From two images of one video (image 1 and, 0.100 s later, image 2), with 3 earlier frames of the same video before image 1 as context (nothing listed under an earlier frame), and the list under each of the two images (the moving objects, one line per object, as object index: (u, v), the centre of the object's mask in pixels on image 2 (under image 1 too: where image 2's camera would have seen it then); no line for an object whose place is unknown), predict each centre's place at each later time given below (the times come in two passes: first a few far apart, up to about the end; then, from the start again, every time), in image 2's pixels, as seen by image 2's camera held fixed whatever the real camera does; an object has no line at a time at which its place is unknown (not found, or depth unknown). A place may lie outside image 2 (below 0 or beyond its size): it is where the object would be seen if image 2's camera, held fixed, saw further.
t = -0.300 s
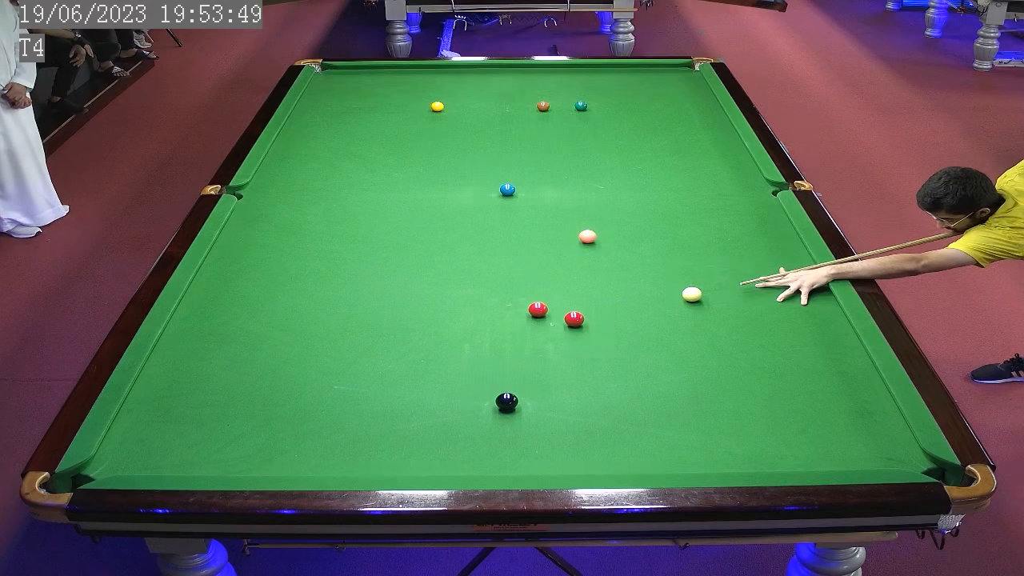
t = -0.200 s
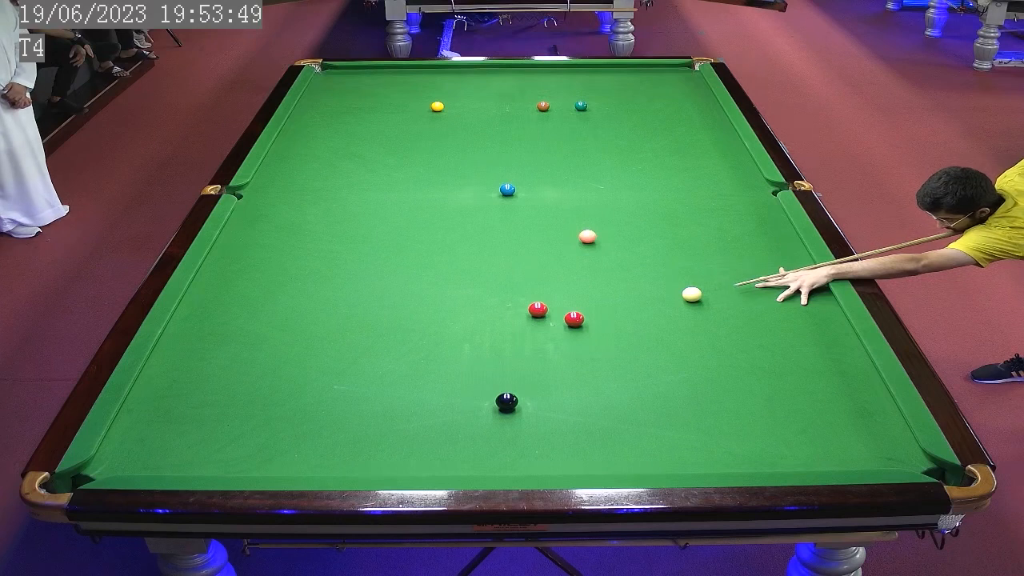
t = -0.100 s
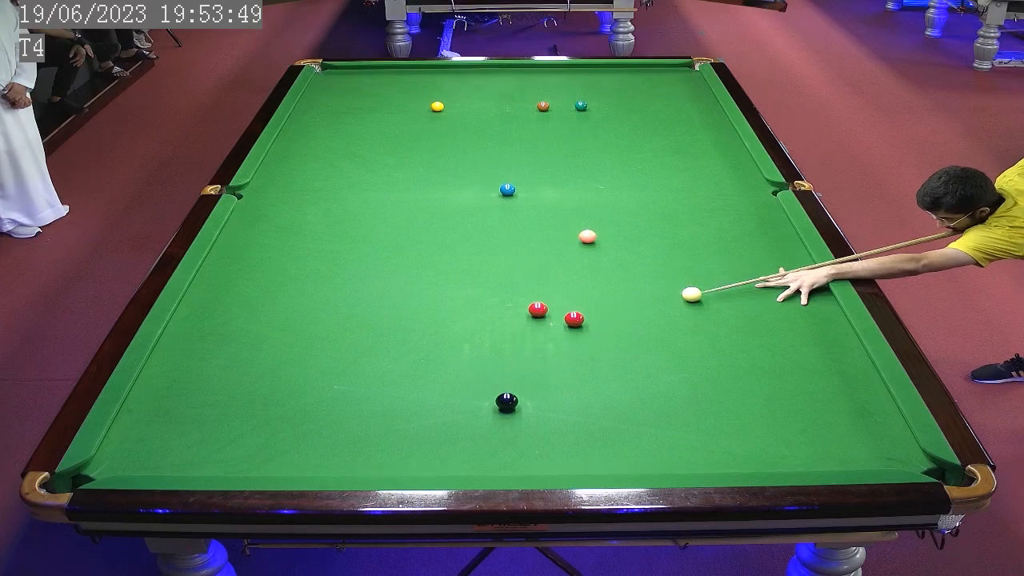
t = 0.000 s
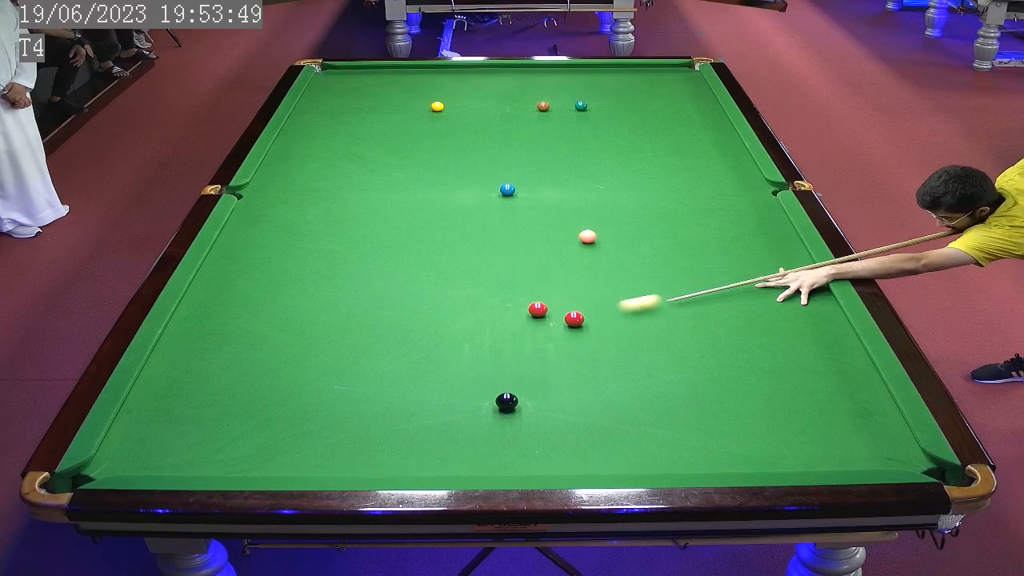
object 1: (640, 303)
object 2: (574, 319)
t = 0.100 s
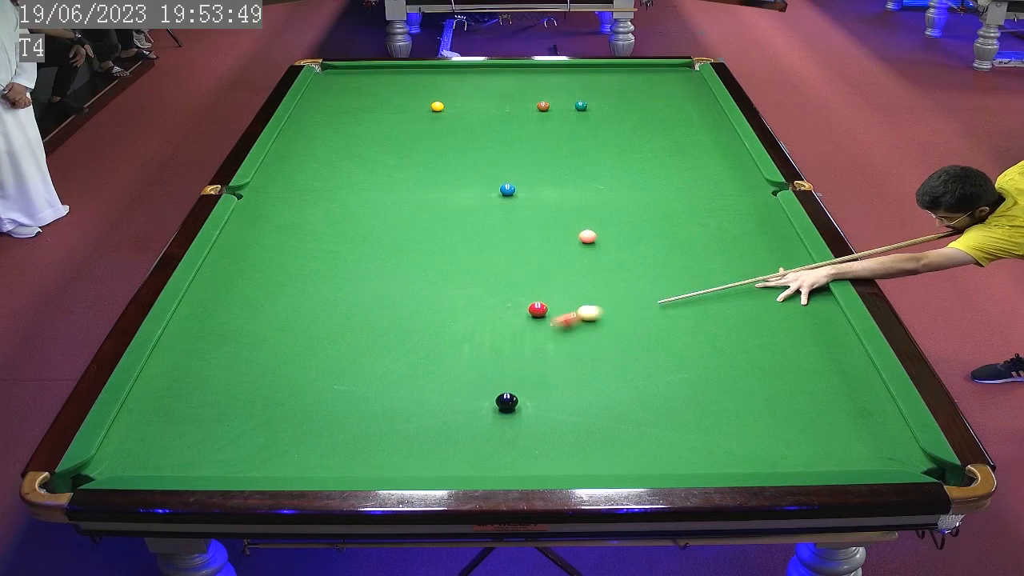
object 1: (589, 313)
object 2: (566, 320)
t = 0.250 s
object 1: (575, 309)
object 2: (504, 340)
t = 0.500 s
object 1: (554, 303)
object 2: (414, 369)
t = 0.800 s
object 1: (531, 296)
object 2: (298, 406)
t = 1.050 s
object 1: (516, 291)
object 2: (196, 440)
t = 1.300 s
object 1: (501, 287)
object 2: (87, 474)
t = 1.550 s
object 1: (488, 283)
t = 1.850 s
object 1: (474, 279)
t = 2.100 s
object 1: (464, 276)
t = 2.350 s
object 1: (454, 274)
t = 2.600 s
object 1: (446, 273)
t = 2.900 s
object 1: (439, 271)
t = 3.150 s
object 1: (433, 270)
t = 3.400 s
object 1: (430, 270)
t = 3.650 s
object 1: (428, 269)
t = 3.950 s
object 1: (428, 269)
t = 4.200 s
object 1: (428, 269)
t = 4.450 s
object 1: (428, 269)
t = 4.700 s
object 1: (428, 270)
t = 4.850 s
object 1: (428, 270)
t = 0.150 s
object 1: (583, 312)
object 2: (545, 326)
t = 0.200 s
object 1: (579, 310)
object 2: (524, 333)
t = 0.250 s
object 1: (575, 309)
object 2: (504, 340)
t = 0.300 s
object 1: (570, 308)
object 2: (486, 346)
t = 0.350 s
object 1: (566, 306)
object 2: (469, 351)
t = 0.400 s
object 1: (562, 305)
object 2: (450, 357)
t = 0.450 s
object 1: (558, 304)
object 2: (432, 363)
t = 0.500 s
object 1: (554, 303)
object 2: (414, 369)
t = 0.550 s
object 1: (551, 301)
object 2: (395, 375)
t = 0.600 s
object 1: (547, 300)
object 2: (377, 381)
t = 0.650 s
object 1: (544, 298)
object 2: (357, 388)
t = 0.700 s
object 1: (539, 297)
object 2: (337, 394)
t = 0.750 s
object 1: (535, 296)
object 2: (318, 400)
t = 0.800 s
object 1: (531, 296)
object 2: (298, 406)
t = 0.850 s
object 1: (528, 295)
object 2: (278, 413)
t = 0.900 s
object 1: (525, 294)
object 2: (258, 420)
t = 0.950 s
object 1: (522, 293)
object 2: (237, 426)
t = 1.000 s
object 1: (519, 292)
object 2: (216, 433)
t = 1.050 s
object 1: (516, 291)
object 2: (196, 440)
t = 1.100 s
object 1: (512, 290)
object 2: (174, 446)
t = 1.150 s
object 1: (510, 290)
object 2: (154, 453)
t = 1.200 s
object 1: (507, 289)
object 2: (133, 460)
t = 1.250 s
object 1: (504, 288)
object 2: (112, 465)
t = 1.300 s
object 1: (501, 287)
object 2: (87, 474)
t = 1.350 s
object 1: (498, 286)
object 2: (71, 482)
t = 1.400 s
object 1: (496, 285)
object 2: (58, 488)
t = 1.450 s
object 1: (493, 284)
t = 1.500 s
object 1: (490, 284)
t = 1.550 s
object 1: (488, 283)
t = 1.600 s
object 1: (485, 282)
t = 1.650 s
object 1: (483, 282)
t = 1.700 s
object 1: (481, 281)
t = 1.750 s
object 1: (478, 280)
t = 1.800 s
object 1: (476, 280)
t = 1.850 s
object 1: (474, 279)
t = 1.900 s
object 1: (472, 278)
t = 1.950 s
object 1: (470, 278)
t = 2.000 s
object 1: (467, 277)
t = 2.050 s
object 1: (465, 277)
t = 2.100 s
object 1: (464, 276)
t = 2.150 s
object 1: (462, 276)
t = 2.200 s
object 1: (460, 276)
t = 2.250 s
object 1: (458, 275)
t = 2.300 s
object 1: (456, 275)
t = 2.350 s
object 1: (454, 274)
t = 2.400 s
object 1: (453, 274)
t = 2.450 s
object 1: (451, 273)
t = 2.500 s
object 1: (449, 273)
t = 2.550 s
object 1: (448, 273)
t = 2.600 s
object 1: (446, 273)
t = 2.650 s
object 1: (445, 272)
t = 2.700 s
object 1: (444, 272)
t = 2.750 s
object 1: (442, 272)
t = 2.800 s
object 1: (441, 271)
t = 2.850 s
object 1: (440, 271)
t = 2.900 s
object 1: (439, 271)
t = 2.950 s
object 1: (437, 271)
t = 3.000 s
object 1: (436, 271)
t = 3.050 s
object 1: (435, 271)
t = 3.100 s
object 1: (434, 270)
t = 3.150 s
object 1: (433, 270)
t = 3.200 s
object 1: (433, 270)
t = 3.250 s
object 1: (432, 270)
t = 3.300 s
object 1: (431, 270)
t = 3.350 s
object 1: (430, 270)
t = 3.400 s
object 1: (430, 270)
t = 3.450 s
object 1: (429, 269)
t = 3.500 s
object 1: (429, 270)
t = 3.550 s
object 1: (428, 270)
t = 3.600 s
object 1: (428, 269)
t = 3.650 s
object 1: (428, 269)
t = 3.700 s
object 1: (428, 270)
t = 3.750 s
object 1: (428, 269)
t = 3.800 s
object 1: (428, 269)
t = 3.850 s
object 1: (428, 269)
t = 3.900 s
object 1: (428, 269)
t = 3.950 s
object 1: (428, 269)
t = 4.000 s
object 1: (428, 269)
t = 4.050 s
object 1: (428, 269)
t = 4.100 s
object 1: (428, 270)
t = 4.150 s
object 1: (428, 269)
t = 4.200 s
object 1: (428, 269)
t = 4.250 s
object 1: (428, 269)
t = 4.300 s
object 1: (428, 269)
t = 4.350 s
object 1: (428, 269)
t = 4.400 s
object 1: (428, 269)
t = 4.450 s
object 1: (428, 269)
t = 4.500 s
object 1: (428, 270)
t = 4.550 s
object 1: (428, 270)
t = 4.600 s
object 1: (428, 269)
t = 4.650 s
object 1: (428, 270)
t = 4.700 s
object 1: (428, 270)
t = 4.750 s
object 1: (428, 270)
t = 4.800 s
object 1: (428, 270)
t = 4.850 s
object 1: (428, 270)
